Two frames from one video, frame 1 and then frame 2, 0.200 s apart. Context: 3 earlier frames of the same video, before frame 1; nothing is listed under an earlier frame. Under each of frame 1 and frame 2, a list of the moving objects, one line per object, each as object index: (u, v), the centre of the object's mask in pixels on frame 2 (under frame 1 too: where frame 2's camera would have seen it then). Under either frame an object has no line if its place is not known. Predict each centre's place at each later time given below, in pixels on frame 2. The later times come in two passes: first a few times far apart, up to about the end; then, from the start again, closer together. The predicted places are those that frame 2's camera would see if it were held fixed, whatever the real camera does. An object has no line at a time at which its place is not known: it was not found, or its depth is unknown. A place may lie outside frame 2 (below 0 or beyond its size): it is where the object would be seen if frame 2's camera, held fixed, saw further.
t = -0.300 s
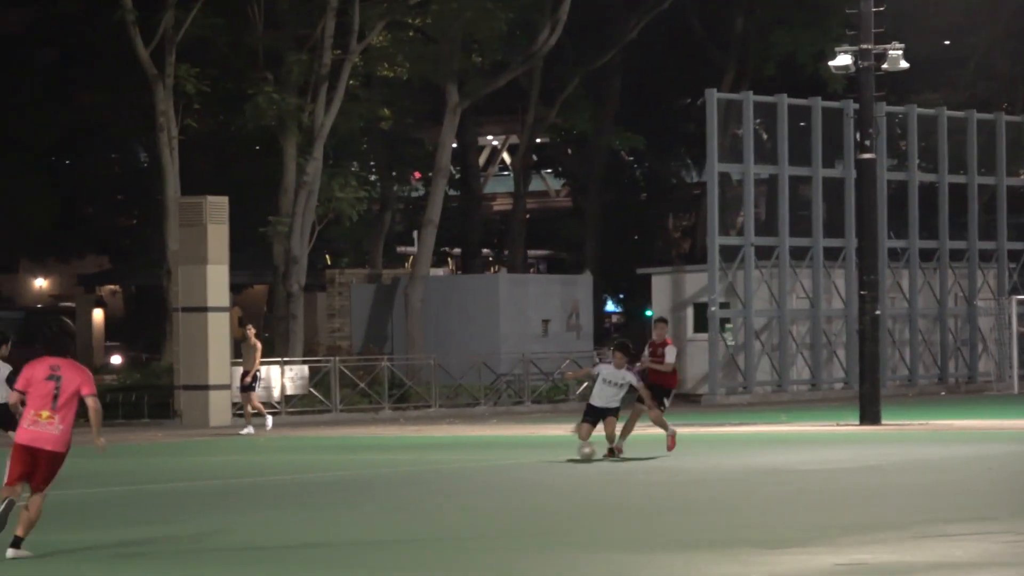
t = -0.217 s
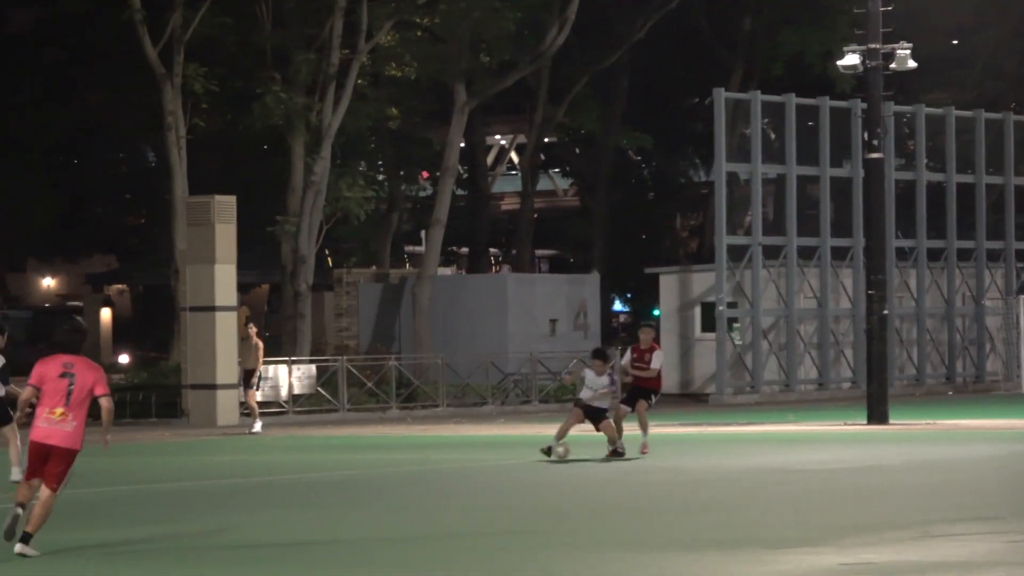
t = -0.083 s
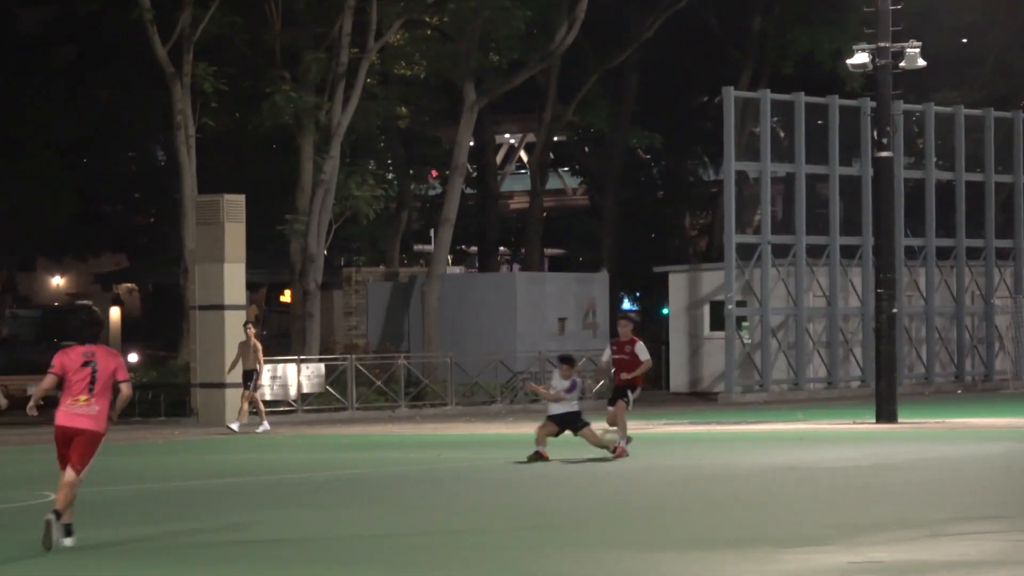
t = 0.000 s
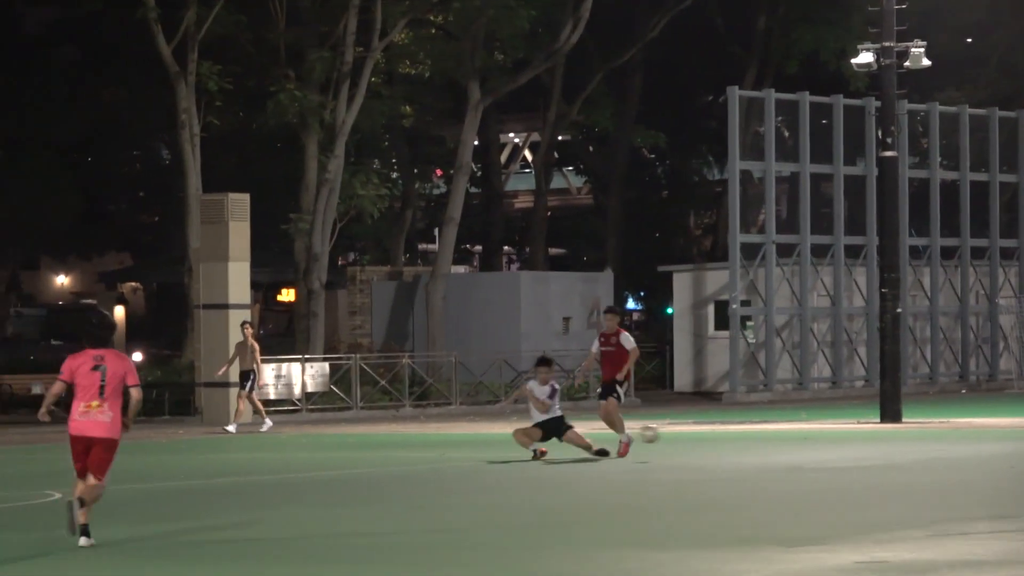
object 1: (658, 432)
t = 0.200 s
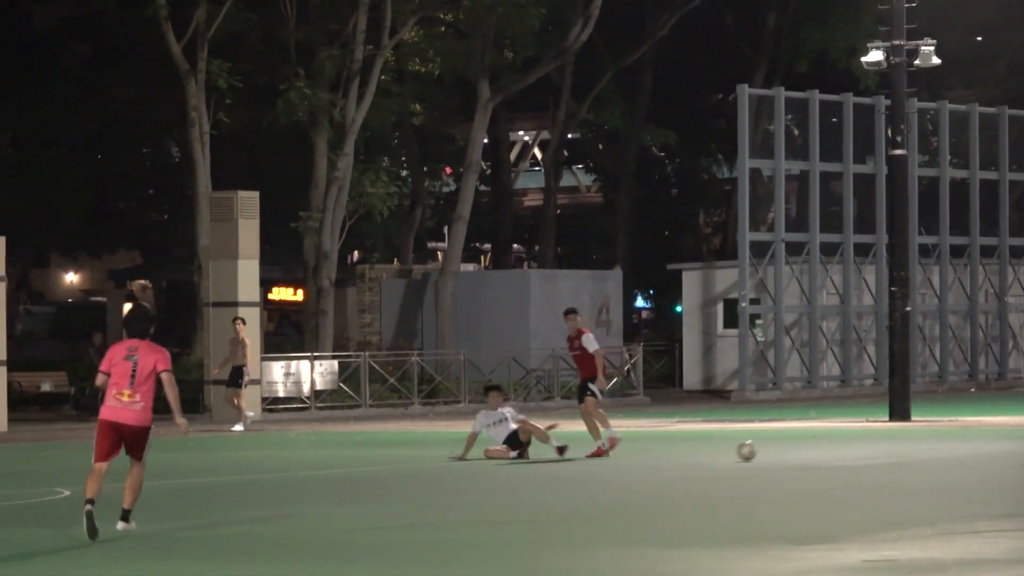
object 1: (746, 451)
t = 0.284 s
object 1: (768, 441)
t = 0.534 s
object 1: (838, 449)
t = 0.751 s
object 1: (905, 446)
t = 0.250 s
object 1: (759, 444)
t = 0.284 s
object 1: (768, 441)
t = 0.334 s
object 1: (782, 437)
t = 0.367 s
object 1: (791, 437)
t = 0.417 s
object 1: (805, 438)
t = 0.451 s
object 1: (814, 439)
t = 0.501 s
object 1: (828, 445)
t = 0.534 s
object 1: (838, 449)
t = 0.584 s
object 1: (853, 453)
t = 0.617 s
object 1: (863, 450)
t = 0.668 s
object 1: (879, 446)
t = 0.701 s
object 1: (889, 445)
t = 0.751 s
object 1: (905, 446)
